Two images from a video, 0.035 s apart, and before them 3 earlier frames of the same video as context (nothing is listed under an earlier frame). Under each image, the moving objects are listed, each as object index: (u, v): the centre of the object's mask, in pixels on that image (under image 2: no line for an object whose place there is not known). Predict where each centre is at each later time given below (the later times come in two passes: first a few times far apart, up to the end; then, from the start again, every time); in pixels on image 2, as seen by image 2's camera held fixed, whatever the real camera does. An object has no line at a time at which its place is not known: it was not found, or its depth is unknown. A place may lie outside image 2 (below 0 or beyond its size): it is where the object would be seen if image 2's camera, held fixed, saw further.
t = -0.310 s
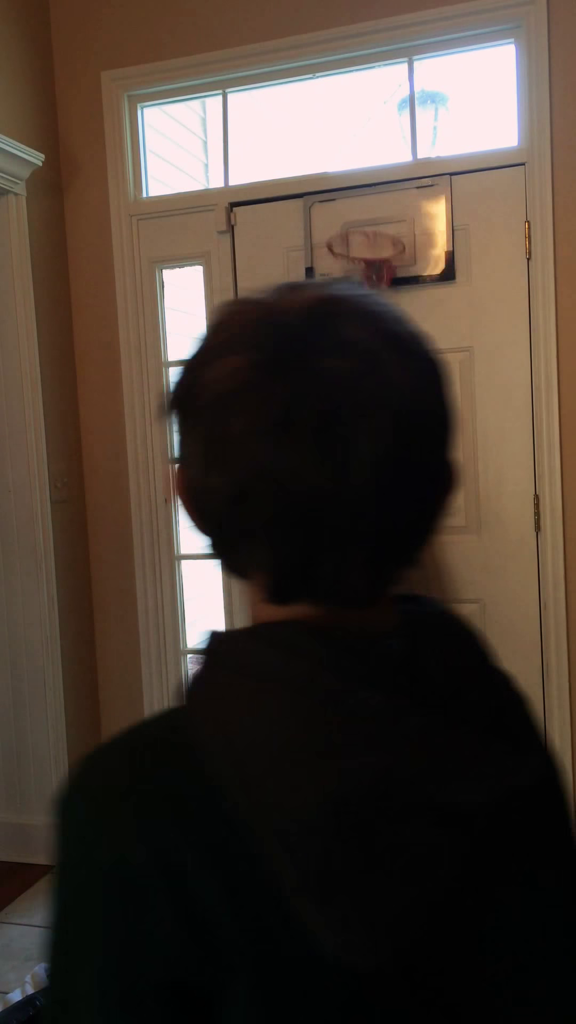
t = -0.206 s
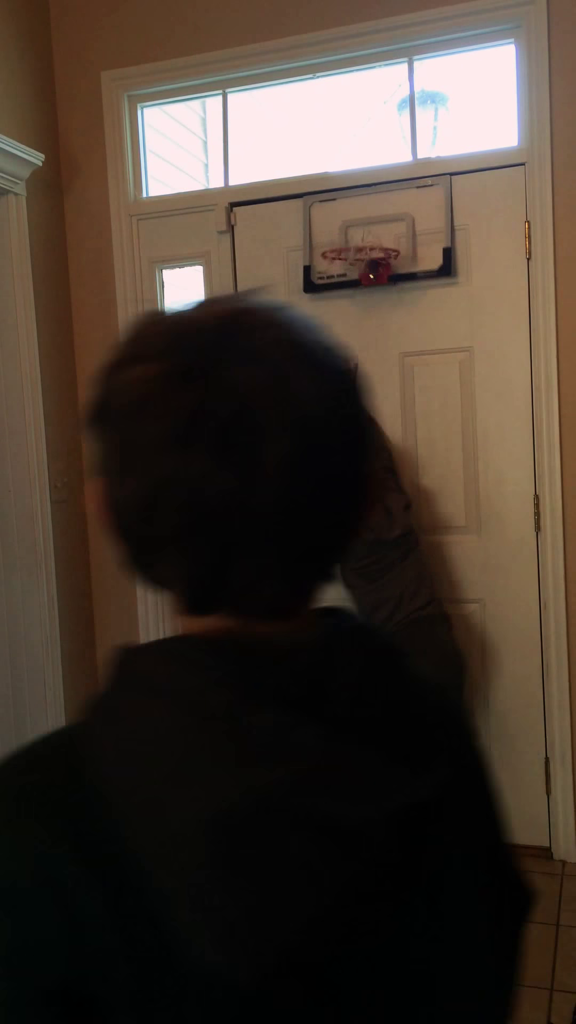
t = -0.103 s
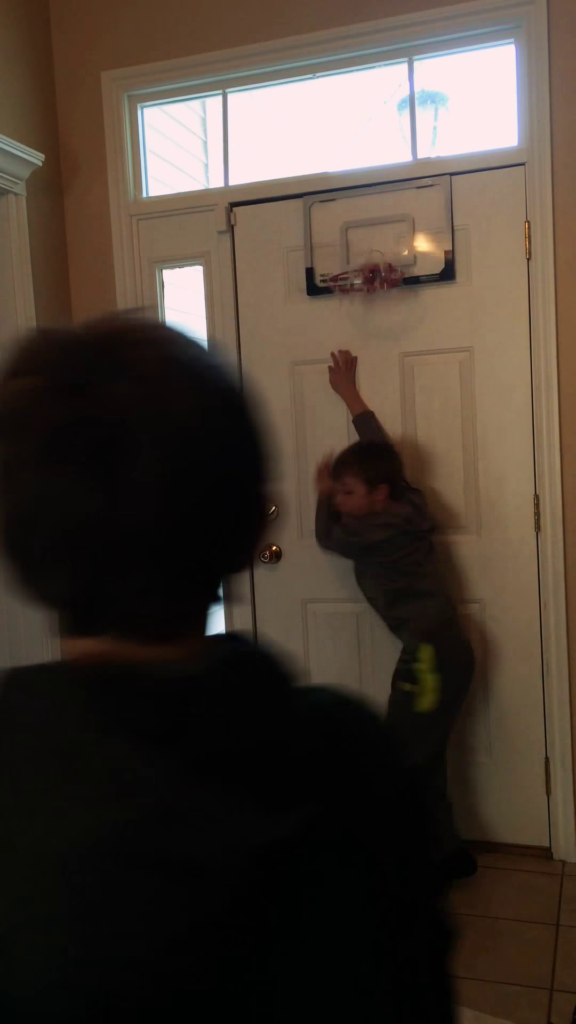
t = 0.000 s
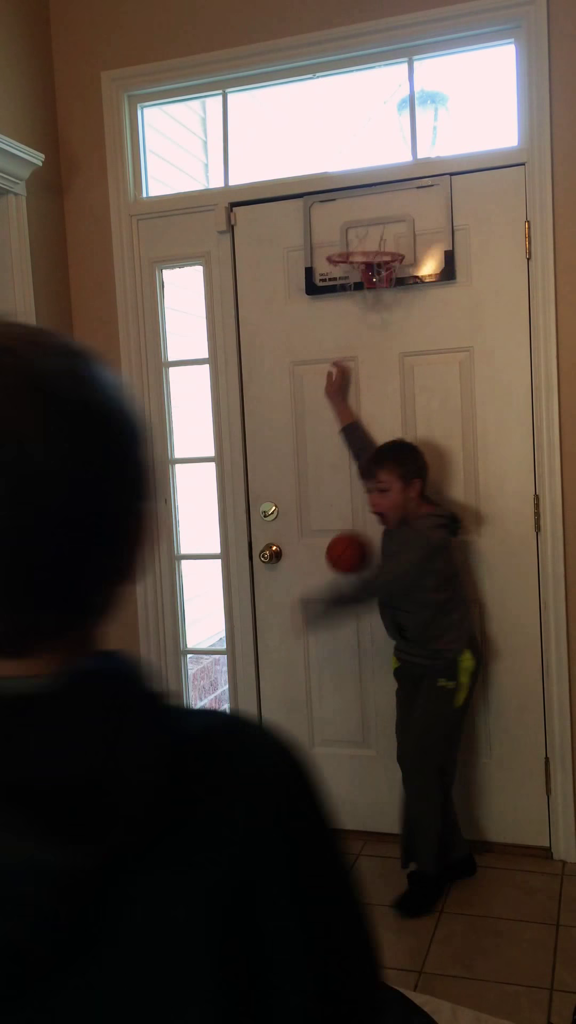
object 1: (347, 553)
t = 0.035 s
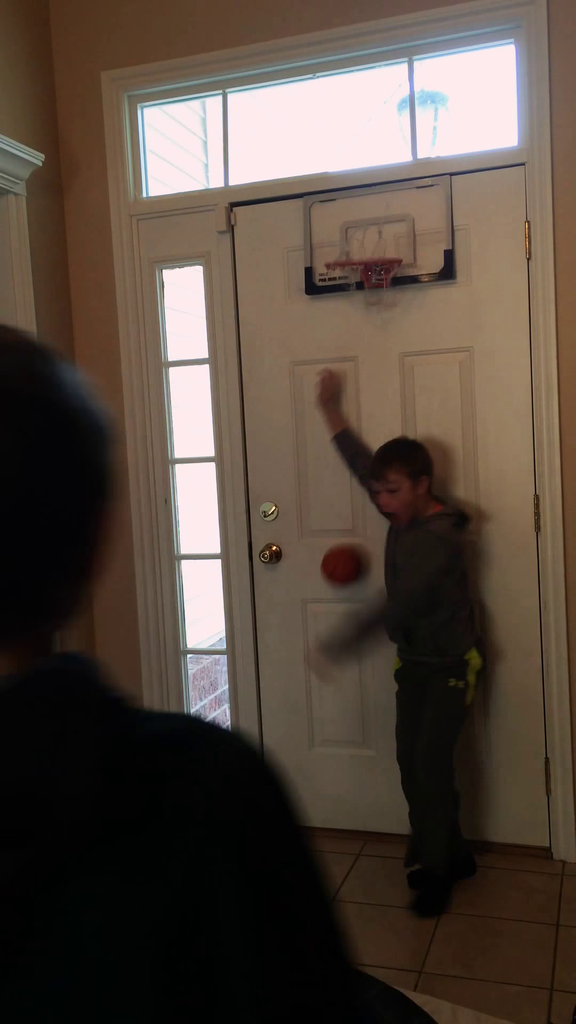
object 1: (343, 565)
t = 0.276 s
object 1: (314, 749)
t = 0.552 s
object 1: (269, 756)
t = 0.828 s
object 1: (236, 856)
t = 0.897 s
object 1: (227, 838)
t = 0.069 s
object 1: (338, 581)
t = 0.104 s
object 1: (332, 600)
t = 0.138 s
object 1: (328, 624)
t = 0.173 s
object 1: (324, 649)
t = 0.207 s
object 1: (320, 679)
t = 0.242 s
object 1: (316, 713)
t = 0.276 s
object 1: (314, 749)
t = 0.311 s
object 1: (310, 789)
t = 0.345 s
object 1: (306, 838)
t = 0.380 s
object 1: (295, 811)
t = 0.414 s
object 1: (290, 793)
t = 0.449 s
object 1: (284, 779)
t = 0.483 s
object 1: (279, 768)
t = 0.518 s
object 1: (274, 760)
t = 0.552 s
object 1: (269, 756)
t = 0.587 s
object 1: (264, 756)
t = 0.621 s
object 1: (260, 759)
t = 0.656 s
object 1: (255, 766)
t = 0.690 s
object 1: (251, 776)
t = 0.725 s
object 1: (247, 790)
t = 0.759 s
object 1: (244, 807)
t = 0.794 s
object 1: (240, 828)
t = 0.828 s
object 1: (236, 856)
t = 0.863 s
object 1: (232, 850)
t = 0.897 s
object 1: (227, 838)
